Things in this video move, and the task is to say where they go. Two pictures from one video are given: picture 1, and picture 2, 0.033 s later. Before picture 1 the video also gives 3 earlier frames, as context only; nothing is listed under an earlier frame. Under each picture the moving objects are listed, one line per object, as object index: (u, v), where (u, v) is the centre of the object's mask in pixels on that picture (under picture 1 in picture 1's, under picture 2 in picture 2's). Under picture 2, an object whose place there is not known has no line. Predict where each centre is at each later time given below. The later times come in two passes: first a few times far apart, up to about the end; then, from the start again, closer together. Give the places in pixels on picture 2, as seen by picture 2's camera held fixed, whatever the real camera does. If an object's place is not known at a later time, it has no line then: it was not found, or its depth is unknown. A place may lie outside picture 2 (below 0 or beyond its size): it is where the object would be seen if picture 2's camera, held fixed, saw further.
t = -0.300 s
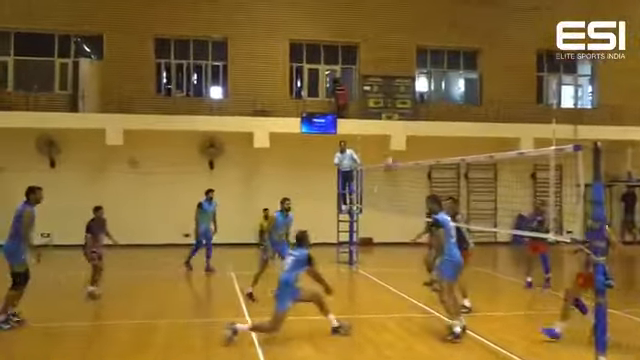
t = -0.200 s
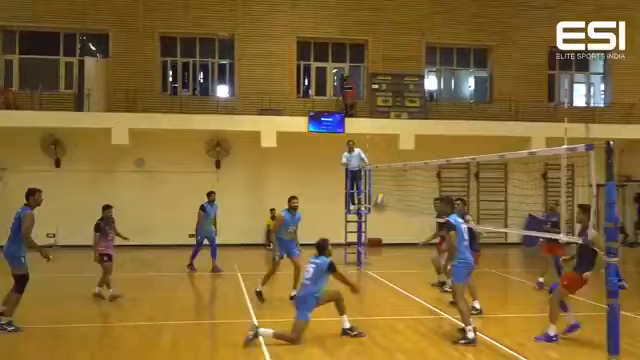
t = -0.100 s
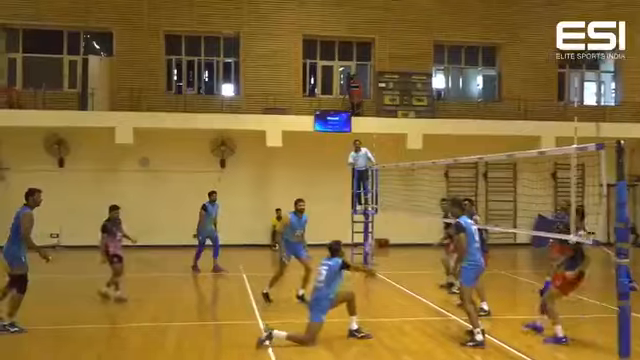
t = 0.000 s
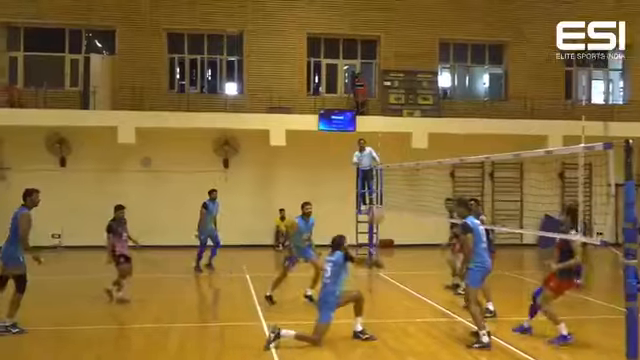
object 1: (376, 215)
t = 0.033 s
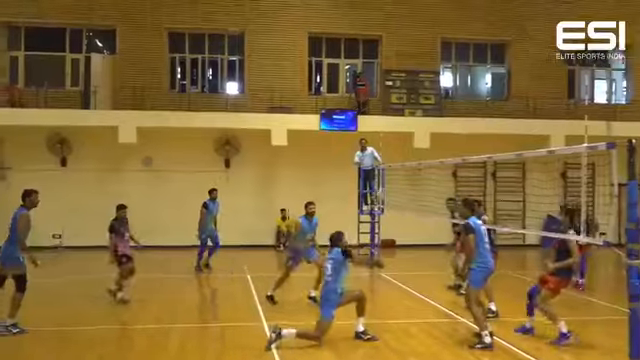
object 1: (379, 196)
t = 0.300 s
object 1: (395, 96)
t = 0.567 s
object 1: (408, 51)
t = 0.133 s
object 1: (384, 150)
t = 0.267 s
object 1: (394, 102)
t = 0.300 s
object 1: (395, 96)
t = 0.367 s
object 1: (398, 75)
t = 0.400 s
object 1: (399, 71)
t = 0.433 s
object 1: (402, 64)
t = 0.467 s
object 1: (405, 60)
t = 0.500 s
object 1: (406, 58)
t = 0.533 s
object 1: (407, 53)
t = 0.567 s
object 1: (408, 51)
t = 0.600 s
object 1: (410, 50)
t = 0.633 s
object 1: (412, 49)
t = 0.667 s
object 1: (414, 49)
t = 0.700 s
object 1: (415, 49)
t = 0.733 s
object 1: (417, 50)
